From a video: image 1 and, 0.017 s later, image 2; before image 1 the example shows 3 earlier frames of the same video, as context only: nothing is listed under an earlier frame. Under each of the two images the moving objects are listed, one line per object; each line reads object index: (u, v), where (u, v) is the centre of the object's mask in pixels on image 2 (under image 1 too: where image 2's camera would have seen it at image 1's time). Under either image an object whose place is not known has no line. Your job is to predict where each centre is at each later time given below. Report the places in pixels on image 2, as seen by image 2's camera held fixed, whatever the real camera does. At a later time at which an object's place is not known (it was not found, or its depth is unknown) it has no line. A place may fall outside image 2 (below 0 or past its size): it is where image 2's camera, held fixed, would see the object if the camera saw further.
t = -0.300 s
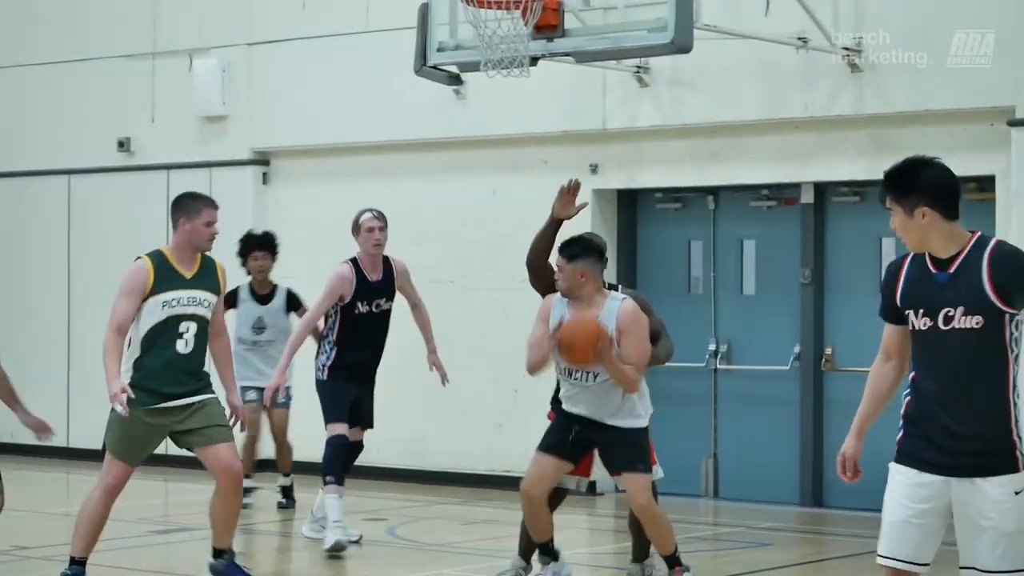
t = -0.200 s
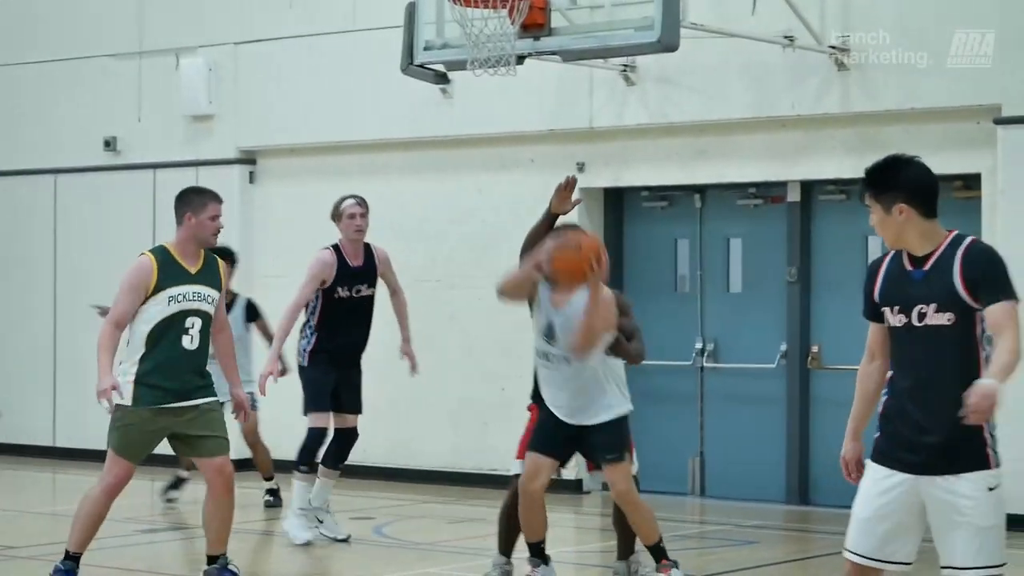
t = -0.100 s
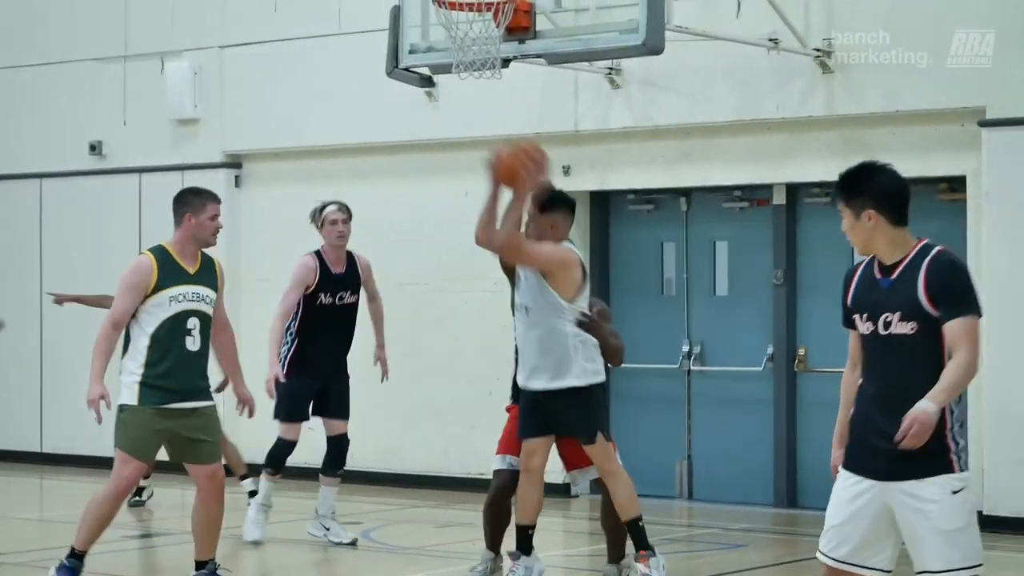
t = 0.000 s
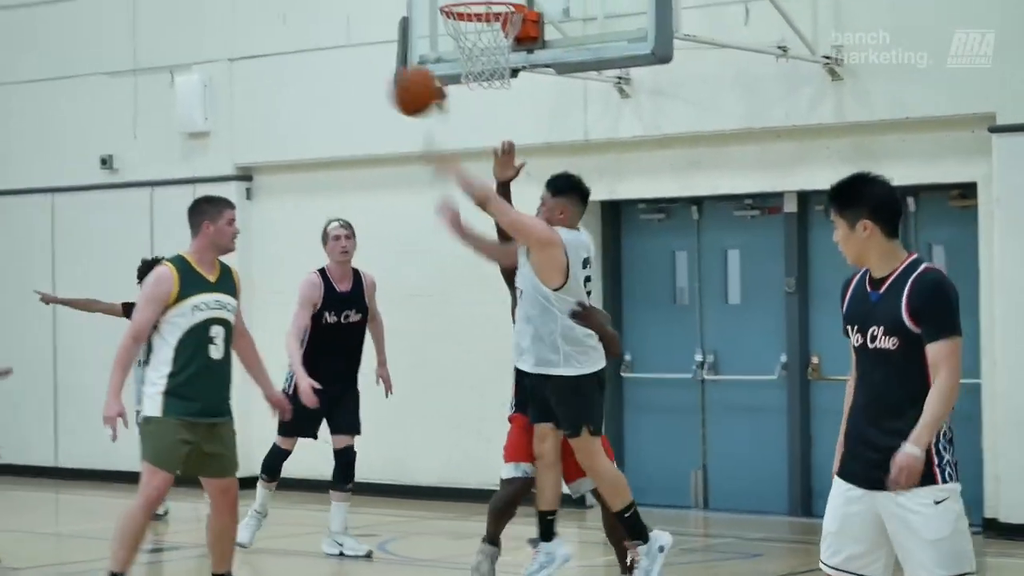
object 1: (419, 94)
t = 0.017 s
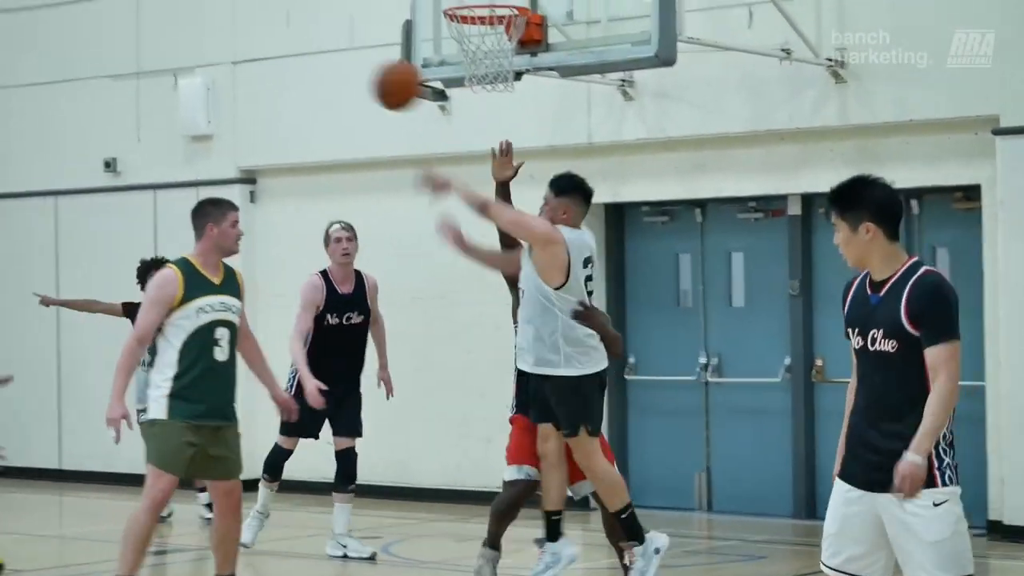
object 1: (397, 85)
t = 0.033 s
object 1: (375, 77)
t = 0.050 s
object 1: (354, 69)
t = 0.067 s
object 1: (333, 62)
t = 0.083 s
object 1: (312, 56)
